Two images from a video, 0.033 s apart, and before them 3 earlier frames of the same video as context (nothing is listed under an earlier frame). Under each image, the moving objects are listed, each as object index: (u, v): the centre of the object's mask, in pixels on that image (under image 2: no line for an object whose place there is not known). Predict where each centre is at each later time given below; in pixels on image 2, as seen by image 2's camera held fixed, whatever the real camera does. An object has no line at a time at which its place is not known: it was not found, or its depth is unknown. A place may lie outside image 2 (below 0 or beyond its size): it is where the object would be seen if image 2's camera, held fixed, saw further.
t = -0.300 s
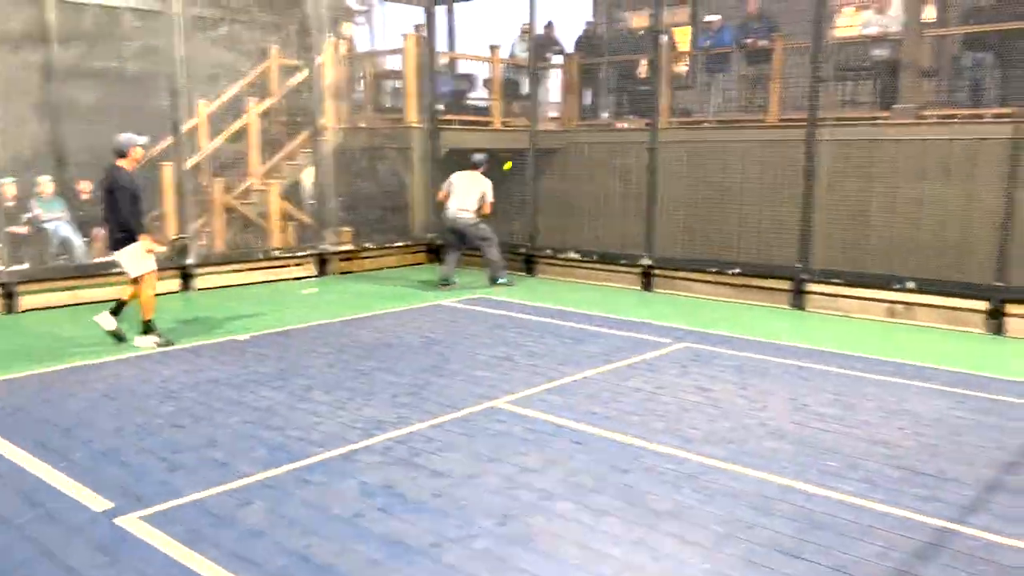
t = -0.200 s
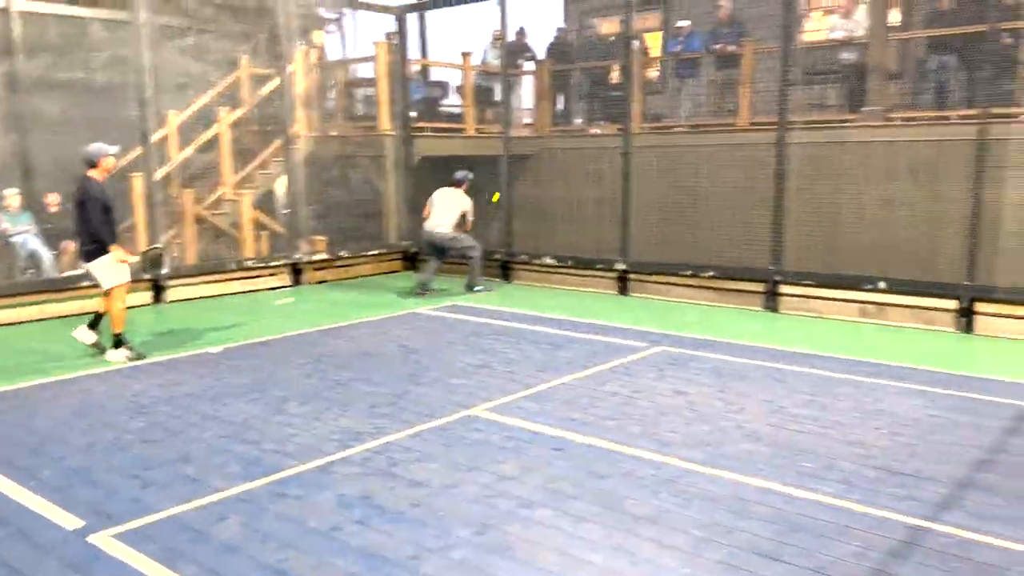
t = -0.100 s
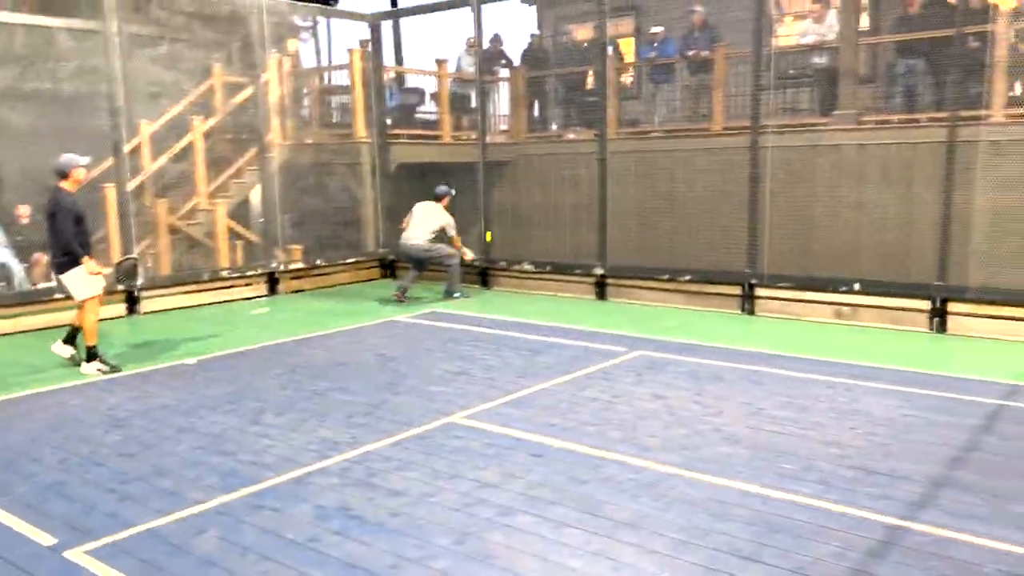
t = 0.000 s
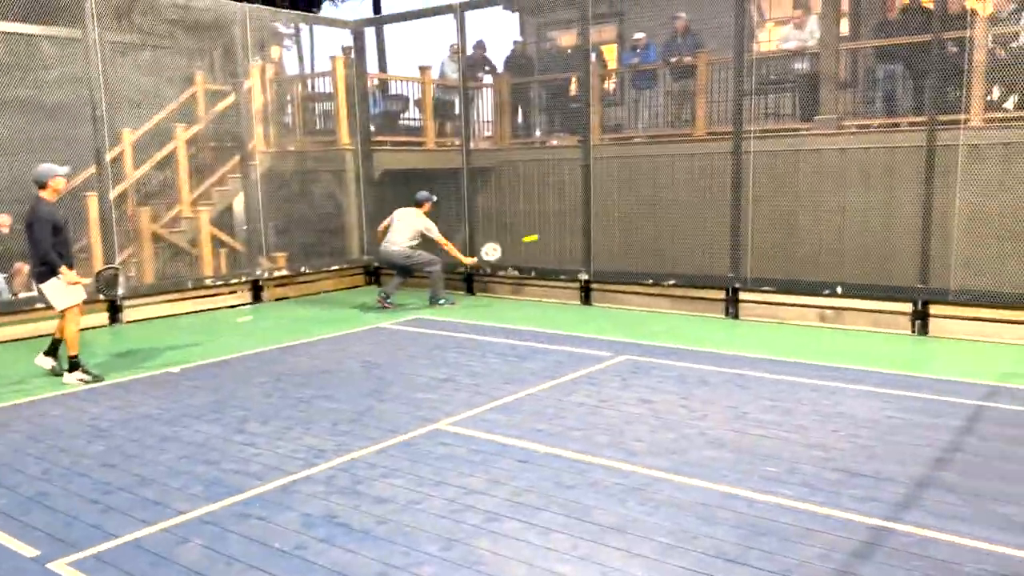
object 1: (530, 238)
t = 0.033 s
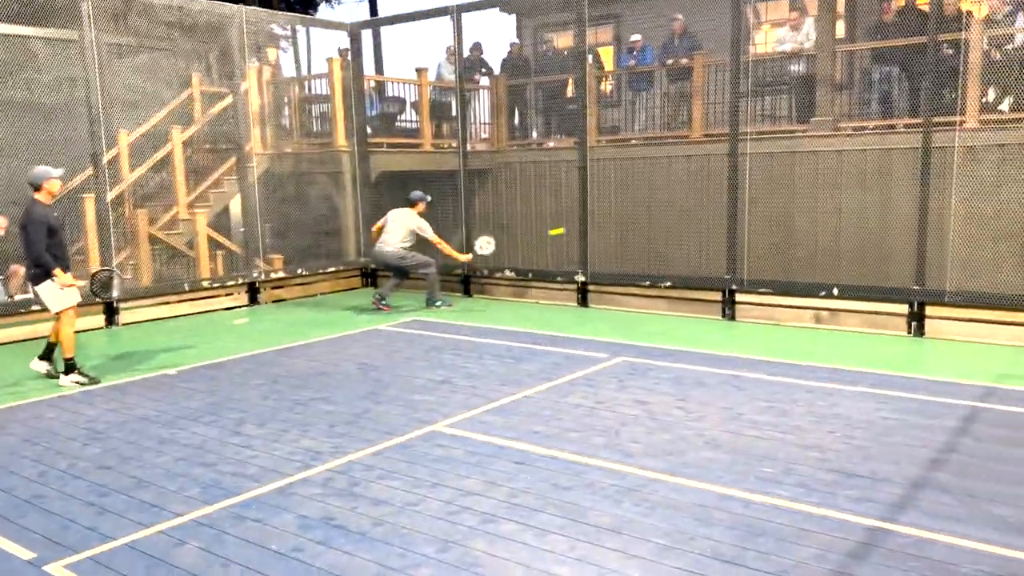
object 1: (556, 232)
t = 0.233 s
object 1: (775, 191)
